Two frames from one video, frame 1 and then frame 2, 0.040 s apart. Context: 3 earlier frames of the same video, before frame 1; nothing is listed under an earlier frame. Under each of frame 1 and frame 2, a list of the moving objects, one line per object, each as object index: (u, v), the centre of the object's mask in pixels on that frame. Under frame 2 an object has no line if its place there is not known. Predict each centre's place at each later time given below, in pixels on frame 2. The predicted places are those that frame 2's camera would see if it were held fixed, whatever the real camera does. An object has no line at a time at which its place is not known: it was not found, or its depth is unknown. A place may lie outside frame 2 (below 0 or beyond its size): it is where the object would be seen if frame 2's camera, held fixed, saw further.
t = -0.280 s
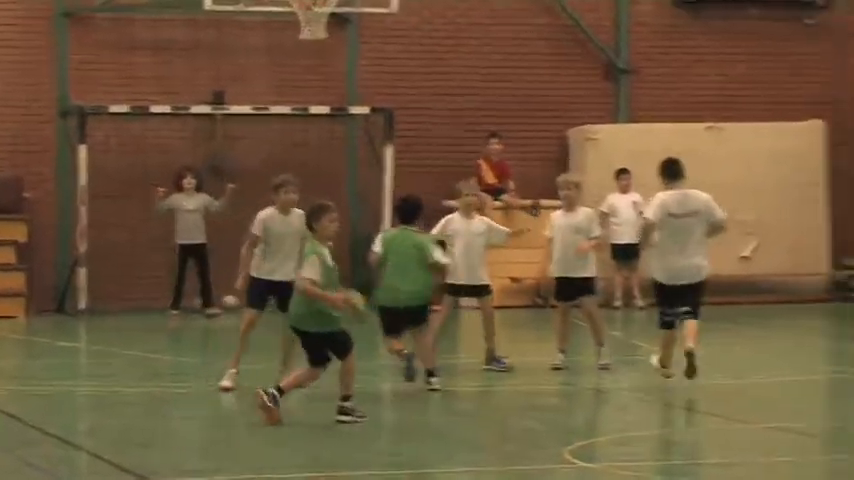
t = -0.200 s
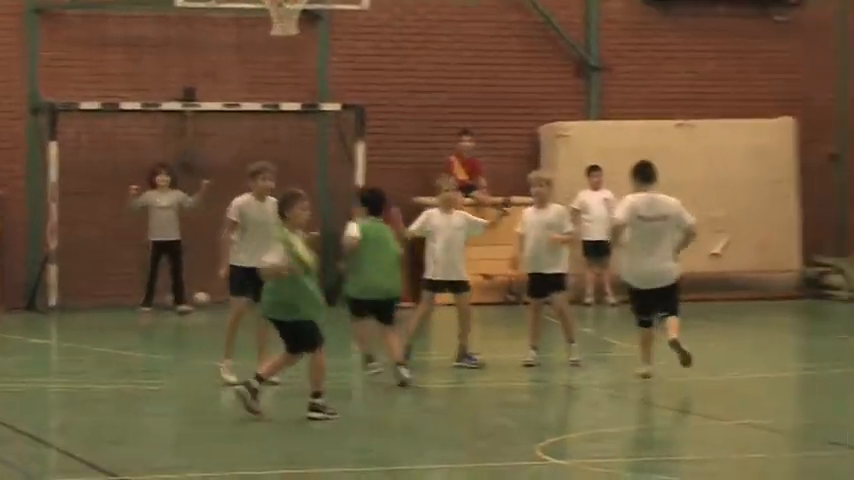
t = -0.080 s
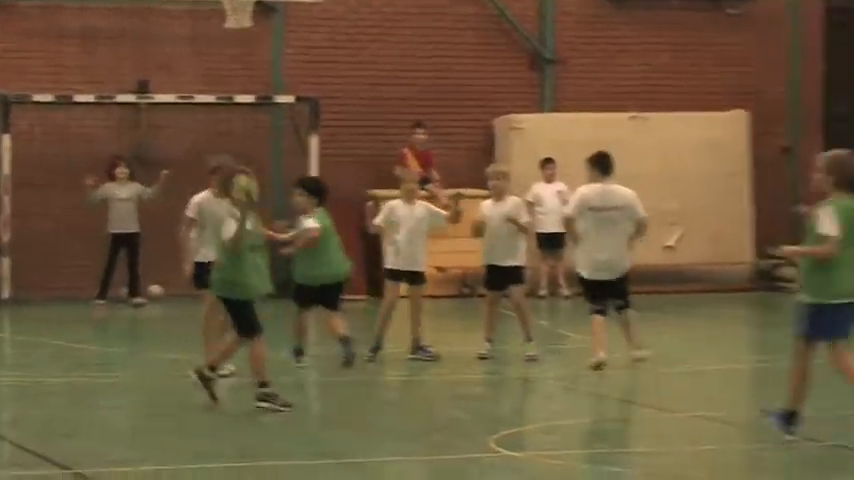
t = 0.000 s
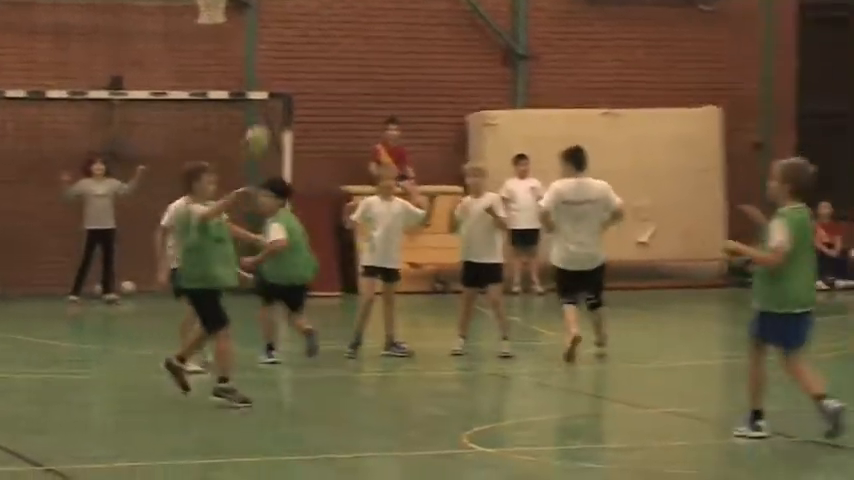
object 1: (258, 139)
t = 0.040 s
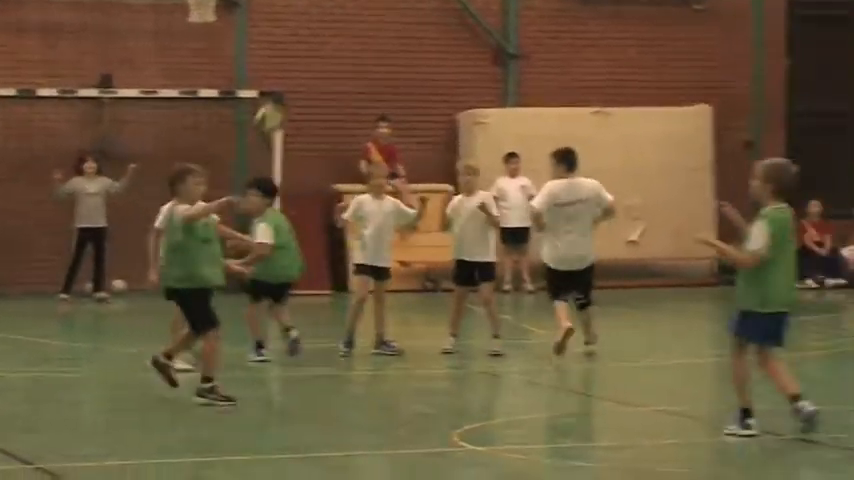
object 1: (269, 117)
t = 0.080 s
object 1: (291, 100)
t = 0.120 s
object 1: (314, 85)
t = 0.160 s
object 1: (337, 73)
